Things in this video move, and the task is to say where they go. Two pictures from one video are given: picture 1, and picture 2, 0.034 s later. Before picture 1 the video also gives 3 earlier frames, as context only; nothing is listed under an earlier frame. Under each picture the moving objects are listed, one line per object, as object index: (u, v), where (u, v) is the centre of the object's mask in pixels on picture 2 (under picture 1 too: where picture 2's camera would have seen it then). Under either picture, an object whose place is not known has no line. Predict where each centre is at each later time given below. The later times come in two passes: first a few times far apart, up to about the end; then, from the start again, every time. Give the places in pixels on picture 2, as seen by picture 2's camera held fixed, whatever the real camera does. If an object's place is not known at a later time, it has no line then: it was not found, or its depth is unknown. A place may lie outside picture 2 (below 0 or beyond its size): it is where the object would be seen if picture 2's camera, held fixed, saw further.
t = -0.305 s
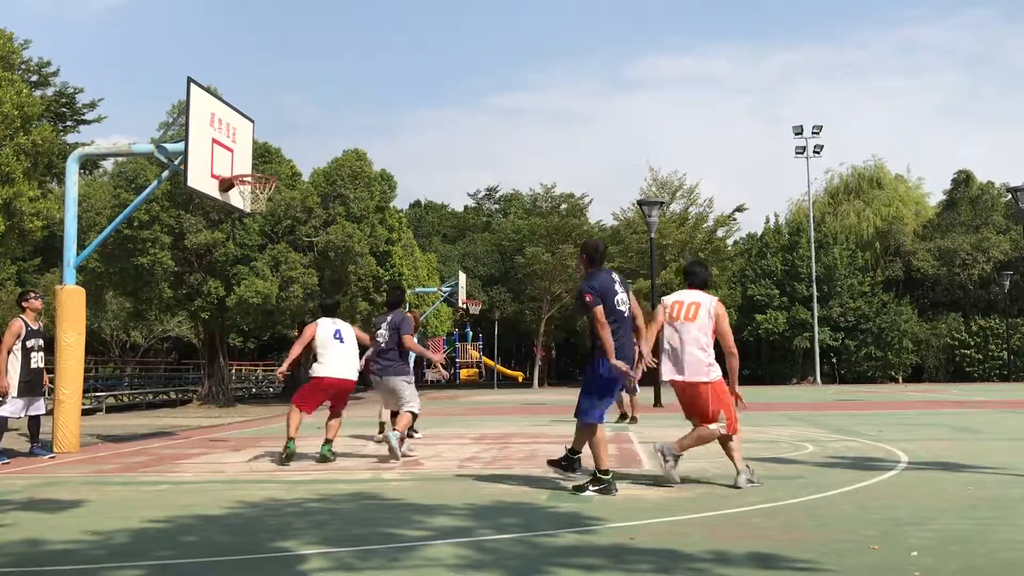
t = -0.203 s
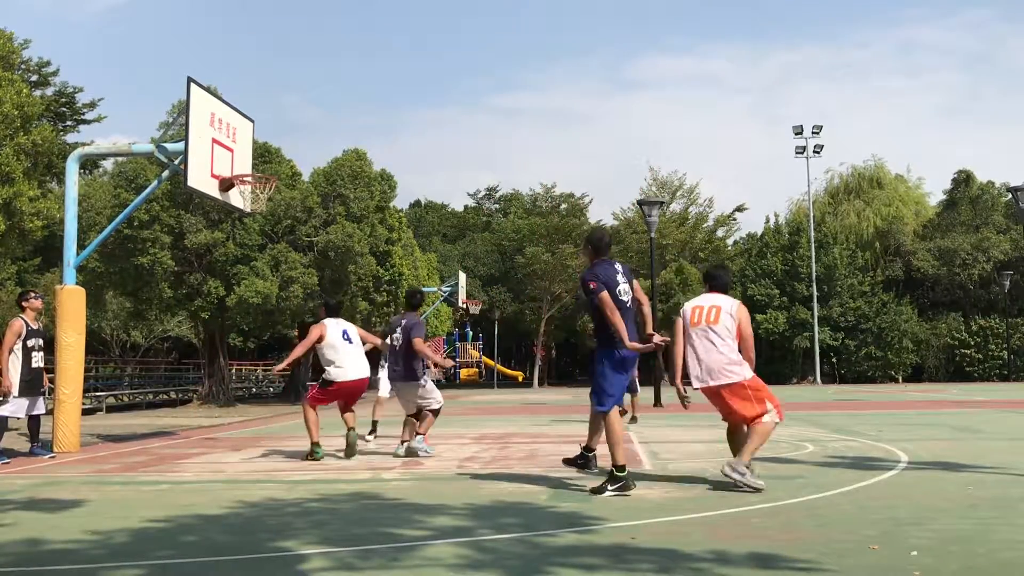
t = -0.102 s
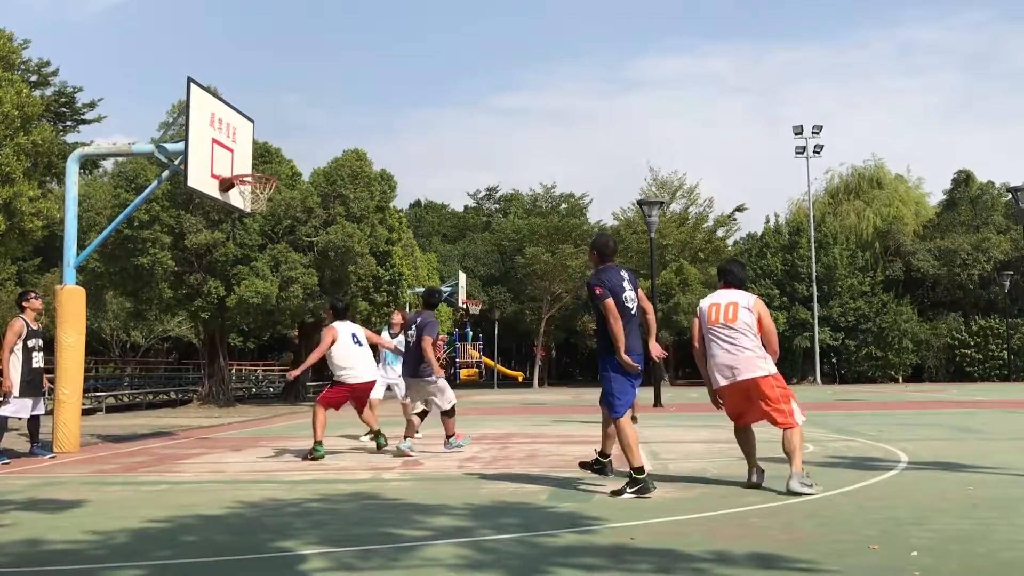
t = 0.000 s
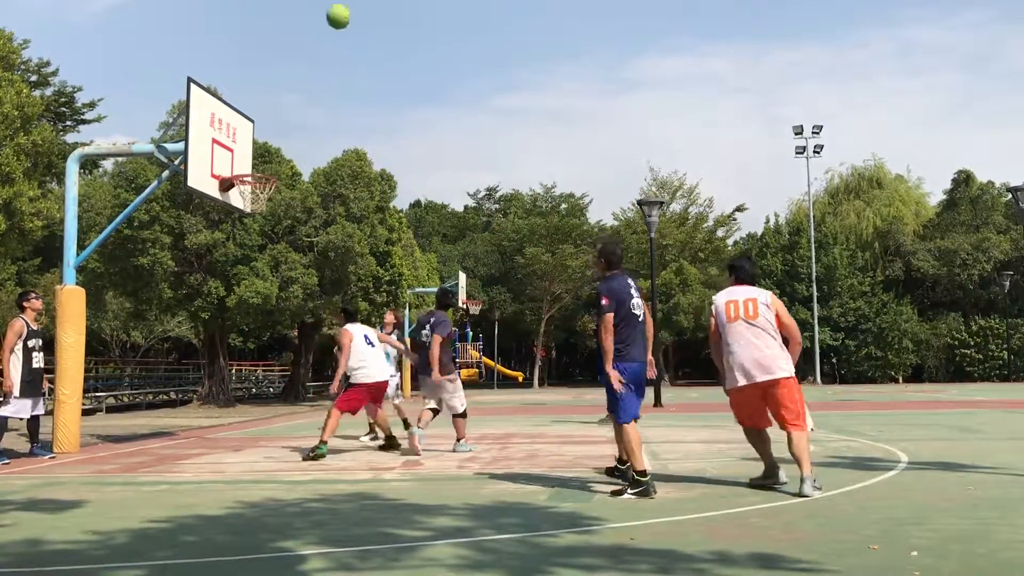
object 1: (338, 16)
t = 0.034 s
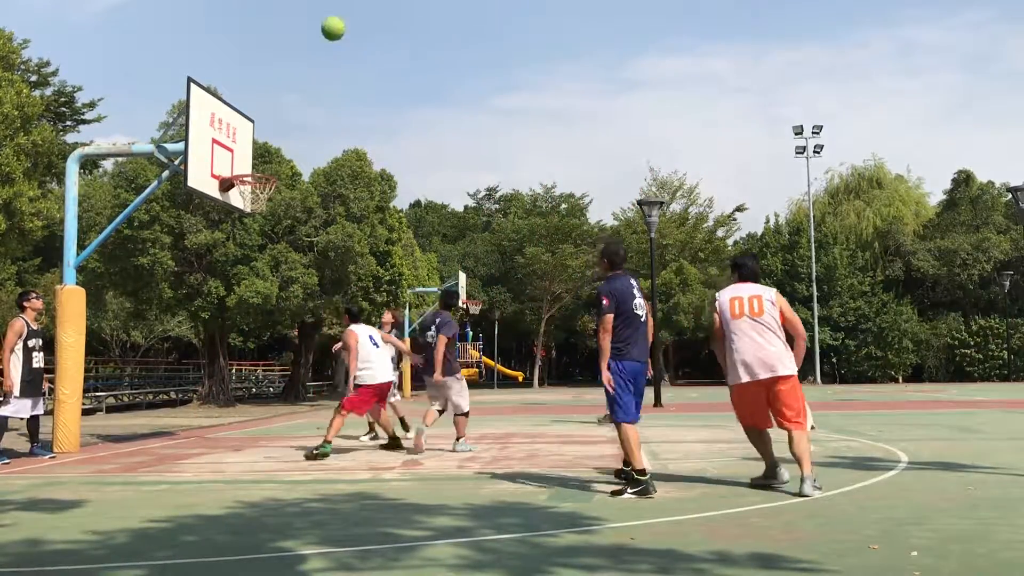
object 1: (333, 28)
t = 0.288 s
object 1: (298, 142)
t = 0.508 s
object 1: (273, 266)
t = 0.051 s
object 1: (330, 35)
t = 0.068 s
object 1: (328, 42)
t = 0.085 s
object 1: (325, 48)
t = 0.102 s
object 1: (323, 55)
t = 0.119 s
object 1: (321, 63)
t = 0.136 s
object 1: (318, 70)
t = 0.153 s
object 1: (316, 77)
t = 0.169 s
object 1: (313, 85)
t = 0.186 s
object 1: (311, 92)
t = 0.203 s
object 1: (309, 100)
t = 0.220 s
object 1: (307, 108)
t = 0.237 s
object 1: (304, 116)
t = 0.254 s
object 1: (302, 125)
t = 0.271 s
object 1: (300, 133)
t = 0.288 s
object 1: (298, 142)
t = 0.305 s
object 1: (296, 151)
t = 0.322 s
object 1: (292, 160)
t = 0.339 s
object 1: (292, 169)
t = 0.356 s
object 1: (290, 177)
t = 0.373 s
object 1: (288, 186)
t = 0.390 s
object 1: (286, 196)
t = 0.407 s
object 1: (284, 206)
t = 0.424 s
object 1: (282, 217)
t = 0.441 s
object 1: (280, 227)
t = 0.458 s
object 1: (278, 237)
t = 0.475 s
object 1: (276, 247)
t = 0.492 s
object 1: (275, 257)
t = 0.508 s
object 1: (273, 266)
